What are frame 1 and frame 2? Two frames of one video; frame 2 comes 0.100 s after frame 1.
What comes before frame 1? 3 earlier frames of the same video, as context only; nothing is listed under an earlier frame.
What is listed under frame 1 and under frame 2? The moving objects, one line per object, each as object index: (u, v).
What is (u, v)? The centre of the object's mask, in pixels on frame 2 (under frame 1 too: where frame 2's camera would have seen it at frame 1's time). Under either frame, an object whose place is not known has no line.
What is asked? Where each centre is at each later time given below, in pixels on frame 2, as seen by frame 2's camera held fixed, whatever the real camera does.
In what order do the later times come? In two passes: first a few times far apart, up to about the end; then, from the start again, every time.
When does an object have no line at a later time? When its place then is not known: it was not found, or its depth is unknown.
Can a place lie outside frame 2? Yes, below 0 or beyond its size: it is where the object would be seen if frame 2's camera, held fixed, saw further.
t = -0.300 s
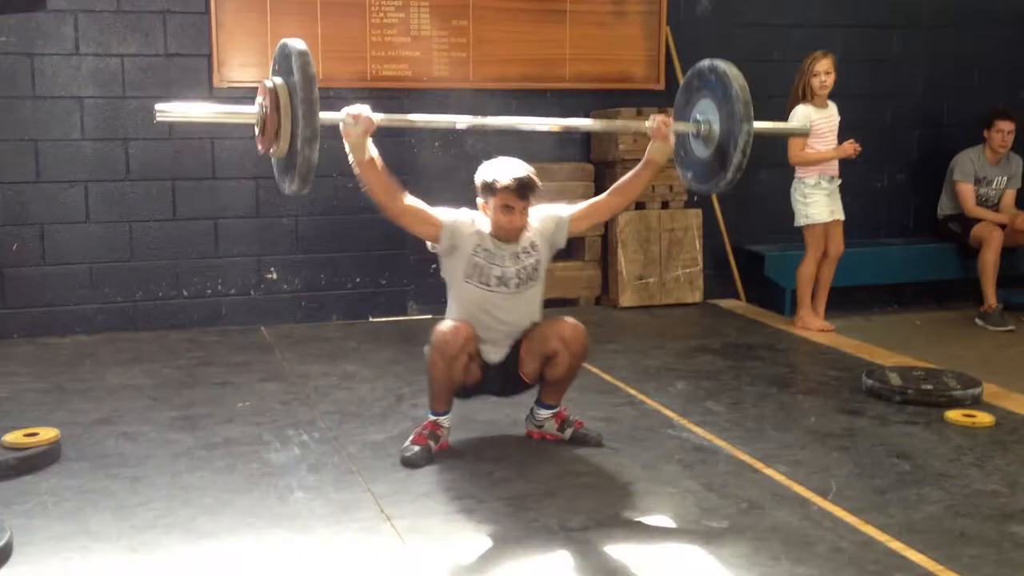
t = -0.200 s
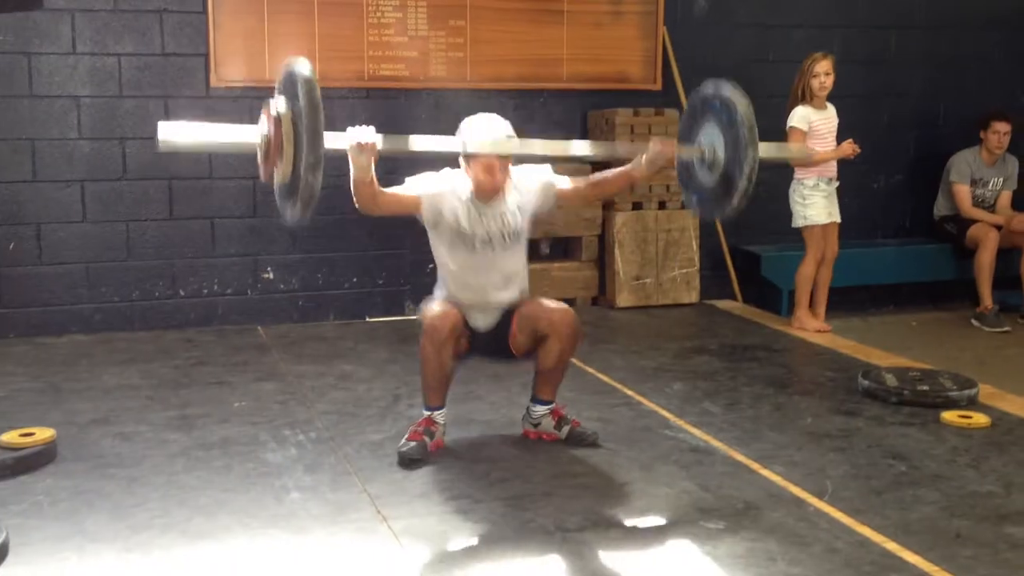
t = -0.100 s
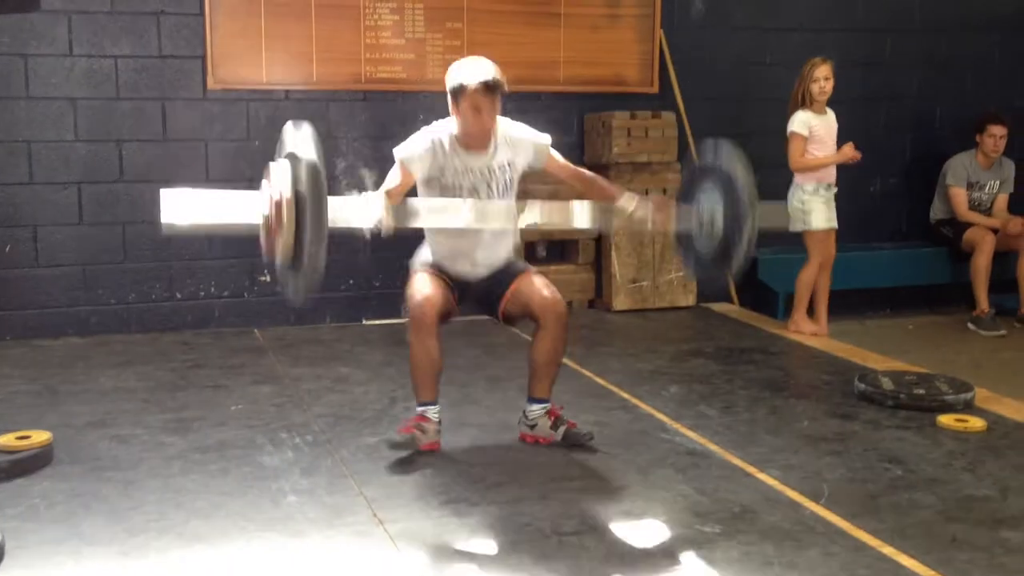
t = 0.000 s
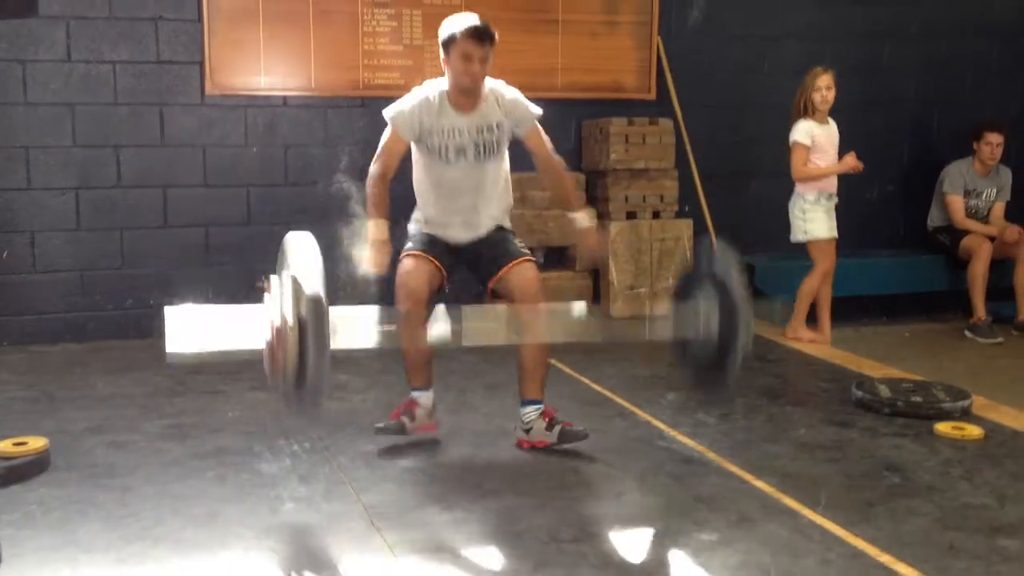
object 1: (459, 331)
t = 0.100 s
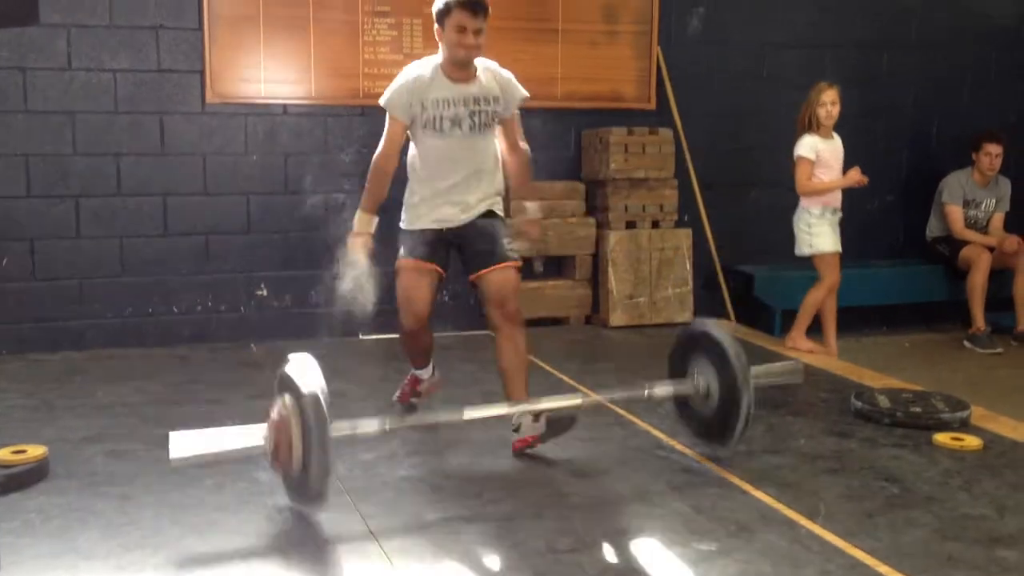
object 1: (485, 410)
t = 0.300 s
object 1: (482, 338)
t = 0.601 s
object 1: (482, 417)
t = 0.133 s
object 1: (486, 389)
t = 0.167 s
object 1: (480, 373)
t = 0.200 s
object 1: (483, 358)
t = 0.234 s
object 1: (483, 348)
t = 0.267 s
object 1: (482, 341)
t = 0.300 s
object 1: (482, 338)
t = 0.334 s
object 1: (481, 338)
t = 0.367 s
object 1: (477, 341)
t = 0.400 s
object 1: (476, 347)
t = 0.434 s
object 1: (474, 357)
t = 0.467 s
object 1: (472, 370)
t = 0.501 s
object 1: (473, 387)
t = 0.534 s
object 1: (475, 407)
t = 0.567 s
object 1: (487, 421)
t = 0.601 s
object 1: (482, 417)
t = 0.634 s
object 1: (485, 408)
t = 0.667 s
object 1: (483, 402)
